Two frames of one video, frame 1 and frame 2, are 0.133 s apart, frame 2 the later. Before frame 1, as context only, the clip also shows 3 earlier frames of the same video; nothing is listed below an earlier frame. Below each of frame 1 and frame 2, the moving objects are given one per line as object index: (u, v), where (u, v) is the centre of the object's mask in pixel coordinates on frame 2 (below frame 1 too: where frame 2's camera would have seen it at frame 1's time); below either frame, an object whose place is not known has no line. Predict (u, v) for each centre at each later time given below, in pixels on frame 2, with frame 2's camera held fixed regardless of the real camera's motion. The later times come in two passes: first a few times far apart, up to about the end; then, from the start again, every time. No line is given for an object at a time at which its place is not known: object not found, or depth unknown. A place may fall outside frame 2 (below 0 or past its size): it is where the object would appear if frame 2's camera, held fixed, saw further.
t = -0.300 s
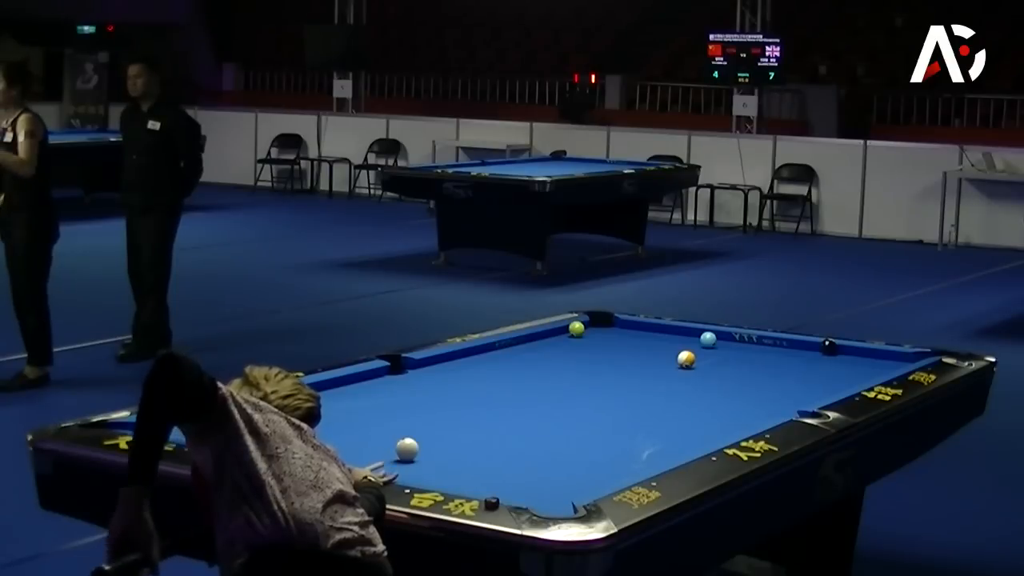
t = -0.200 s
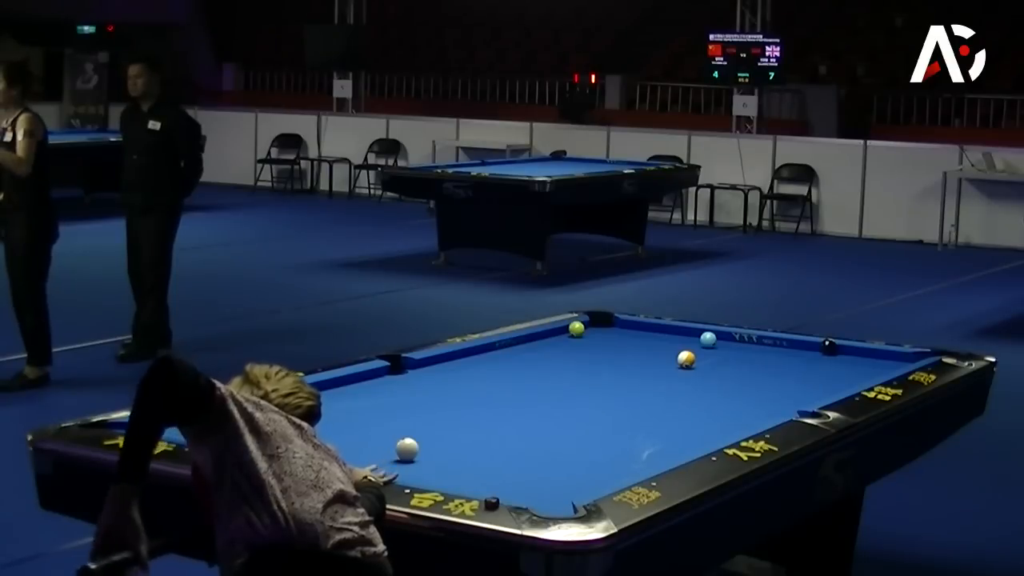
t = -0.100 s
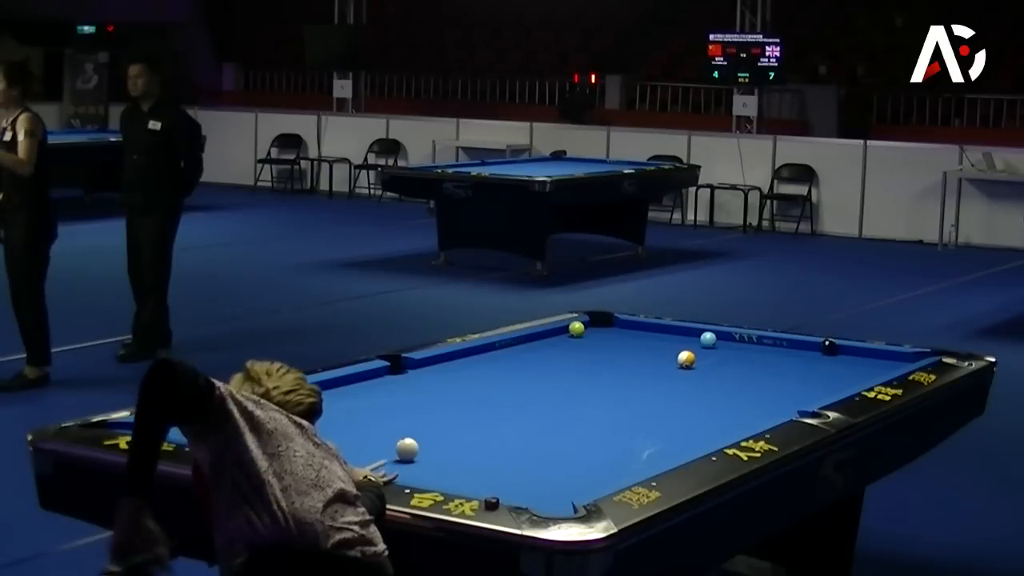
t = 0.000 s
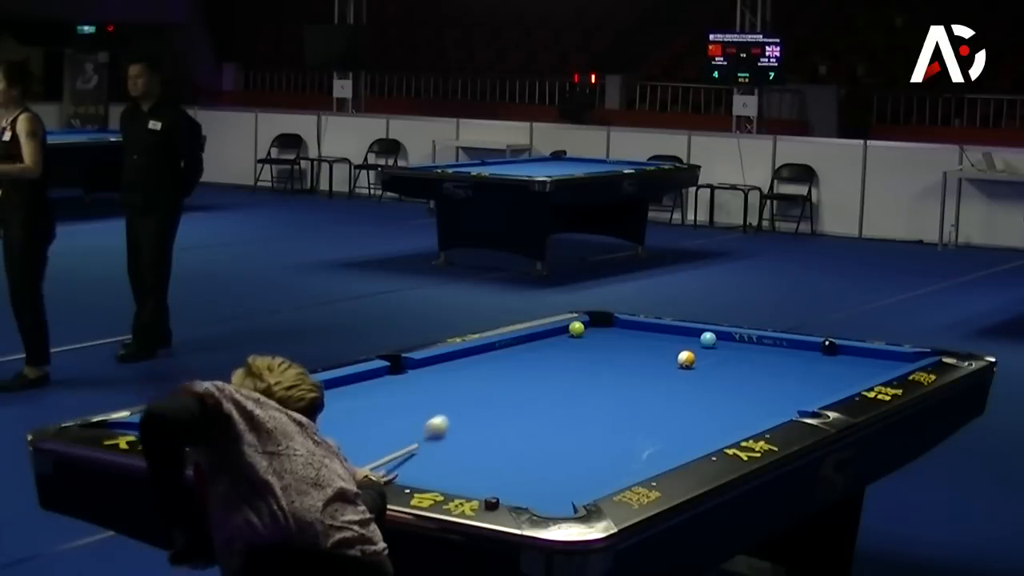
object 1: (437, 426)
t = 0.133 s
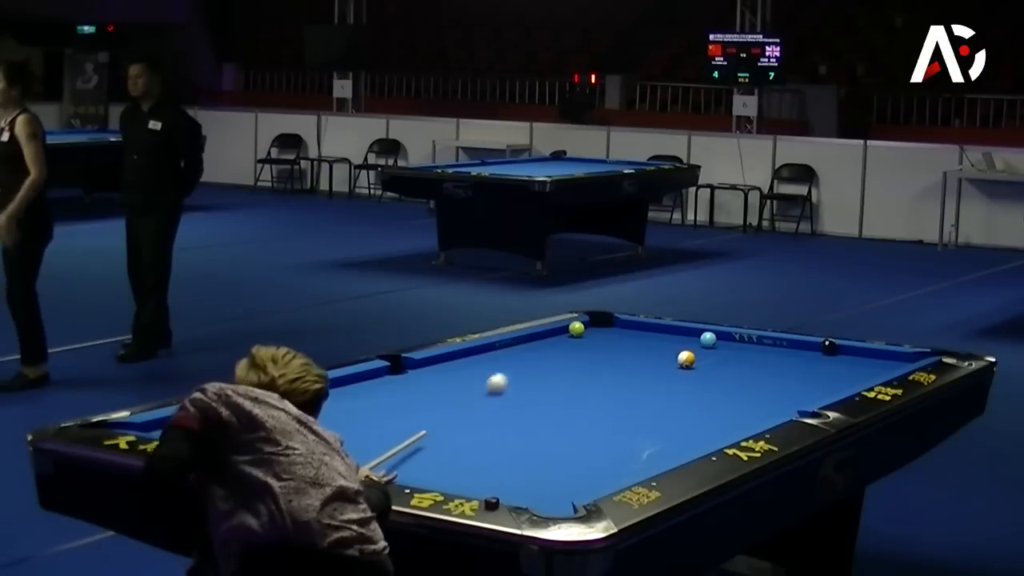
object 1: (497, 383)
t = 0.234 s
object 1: (531, 359)
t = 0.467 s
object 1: (567, 331)
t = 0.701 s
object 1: (588, 335)
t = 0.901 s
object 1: (606, 338)
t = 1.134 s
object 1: (626, 342)
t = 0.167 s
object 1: (509, 375)
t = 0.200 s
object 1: (520, 367)
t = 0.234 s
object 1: (531, 359)
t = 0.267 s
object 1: (541, 352)
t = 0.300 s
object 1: (550, 345)
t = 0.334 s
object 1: (559, 338)
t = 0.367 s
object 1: (567, 332)
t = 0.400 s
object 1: (565, 330)
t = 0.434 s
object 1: (563, 330)
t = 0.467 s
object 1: (567, 331)
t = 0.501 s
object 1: (570, 332)
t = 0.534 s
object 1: (574, 332)
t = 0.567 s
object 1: (577, 333)
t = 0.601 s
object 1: (579, 333)
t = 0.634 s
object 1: (582, 334)
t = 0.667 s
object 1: (586, 335)
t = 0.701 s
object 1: (588, 335)
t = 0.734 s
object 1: (592, 336)
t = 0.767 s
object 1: (594, 336)
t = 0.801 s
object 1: (597, 337)
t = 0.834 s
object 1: (600, 337)
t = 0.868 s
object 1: (603, 338)
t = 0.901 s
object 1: (606, 338)
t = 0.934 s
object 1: (609, 339)
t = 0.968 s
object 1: (612, 339)
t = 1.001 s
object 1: (615, 340)
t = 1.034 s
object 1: (618, 340)
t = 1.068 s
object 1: (621, 341)
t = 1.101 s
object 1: (623, 341)
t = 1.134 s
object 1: (626, 342)
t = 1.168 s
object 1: (629, 342)
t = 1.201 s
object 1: (632, 343)
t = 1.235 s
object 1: (635, 343)
